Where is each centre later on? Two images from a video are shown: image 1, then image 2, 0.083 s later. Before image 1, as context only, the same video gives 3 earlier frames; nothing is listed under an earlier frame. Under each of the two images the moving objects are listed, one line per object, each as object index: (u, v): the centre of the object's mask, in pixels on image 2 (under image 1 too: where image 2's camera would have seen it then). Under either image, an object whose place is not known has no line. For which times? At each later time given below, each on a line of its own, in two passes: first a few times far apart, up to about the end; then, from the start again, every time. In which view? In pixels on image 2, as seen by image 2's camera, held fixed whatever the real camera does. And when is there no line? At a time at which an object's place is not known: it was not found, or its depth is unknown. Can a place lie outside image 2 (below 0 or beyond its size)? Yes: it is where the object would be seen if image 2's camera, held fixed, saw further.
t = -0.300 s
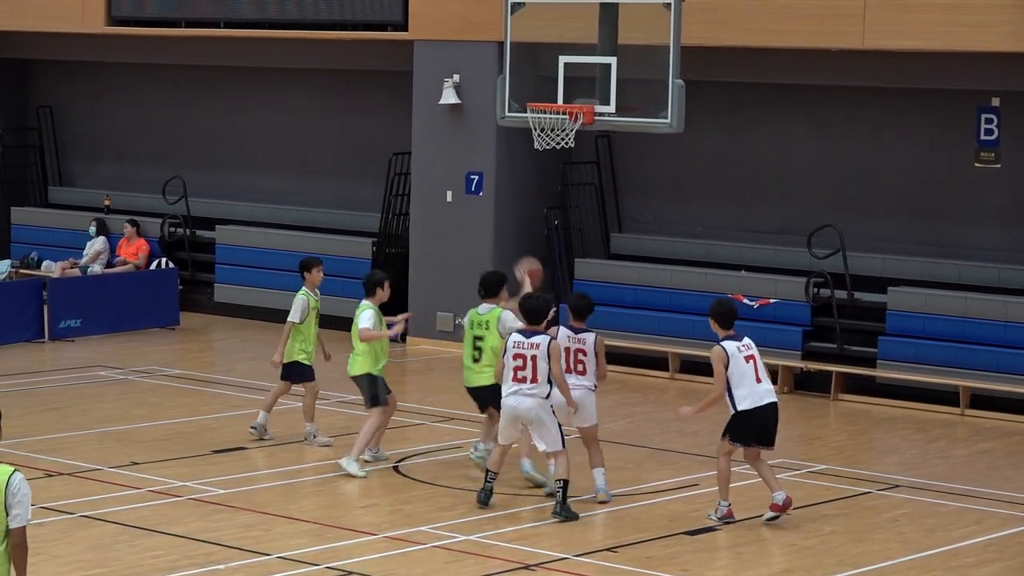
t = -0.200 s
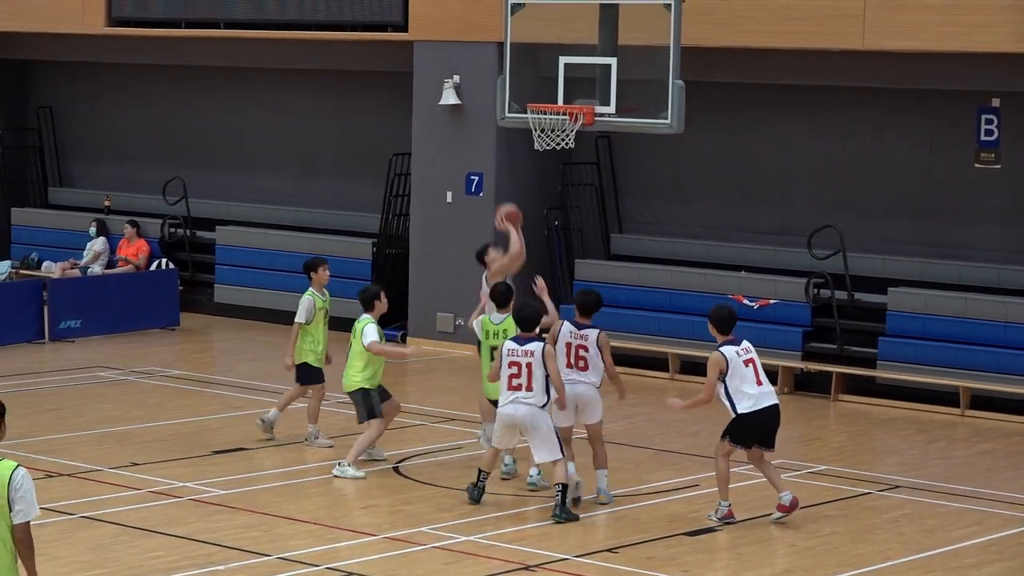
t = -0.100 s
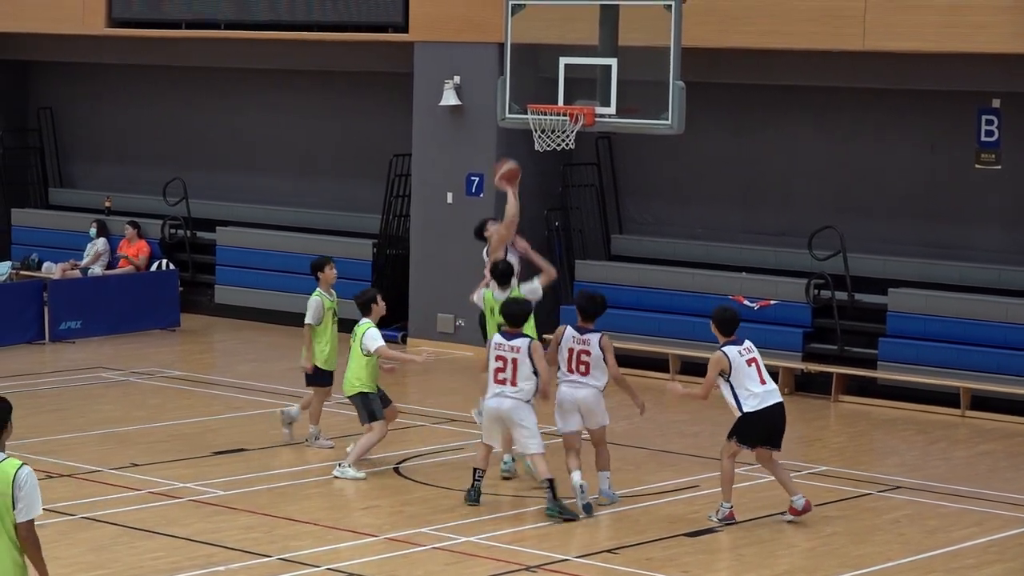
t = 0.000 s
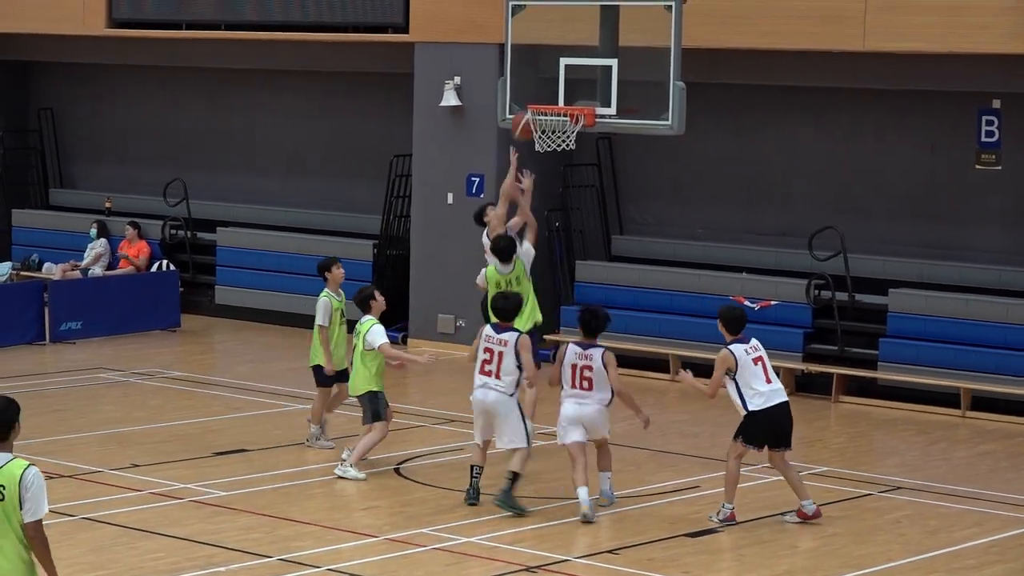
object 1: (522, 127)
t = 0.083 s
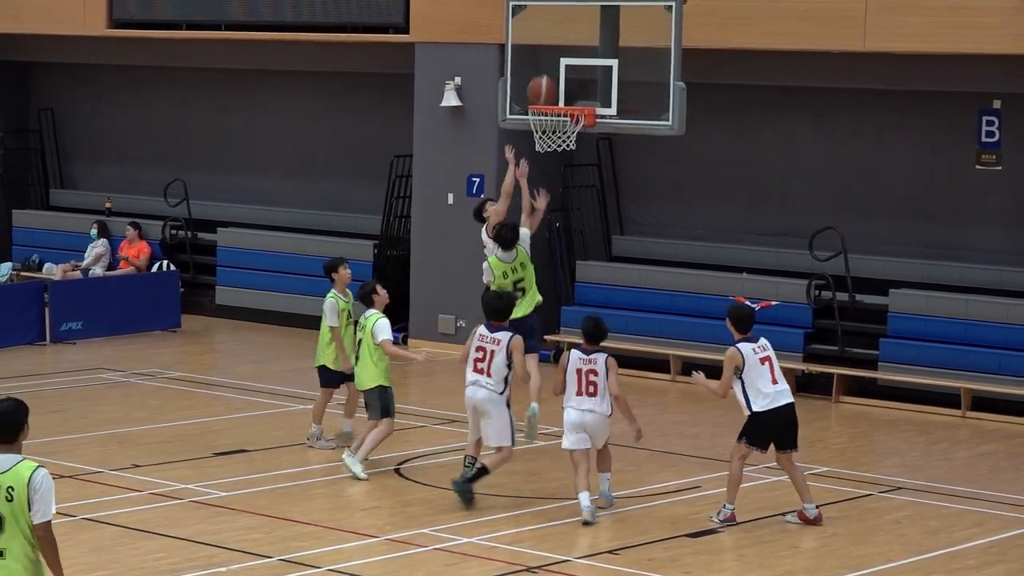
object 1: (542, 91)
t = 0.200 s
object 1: (564, 56)
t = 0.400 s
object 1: (585, 46)
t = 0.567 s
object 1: (594, 79)
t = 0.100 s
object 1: (544, 85)
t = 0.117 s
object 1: (548, 79)
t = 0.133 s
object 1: (551, 74)
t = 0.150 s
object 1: (555, 69)
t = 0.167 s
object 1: (558, 64)
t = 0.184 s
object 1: (561, 60)
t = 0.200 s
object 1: (564, 56)
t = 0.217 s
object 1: (568, 52)
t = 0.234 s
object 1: (572, 48)
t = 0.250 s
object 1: (574, 47)
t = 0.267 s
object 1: (576, 45)
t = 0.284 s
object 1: (577, 44)
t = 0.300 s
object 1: (577, 44)
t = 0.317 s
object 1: (579, 43)
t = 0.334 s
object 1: (580, 43)
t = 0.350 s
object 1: (581, 44)
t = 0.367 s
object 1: (582, 44)
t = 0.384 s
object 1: (583, 45)
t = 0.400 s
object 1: (585, 46)
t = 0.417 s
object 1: (585, 48)
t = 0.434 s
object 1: (586, 50)
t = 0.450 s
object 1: (587, 52)
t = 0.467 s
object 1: (588, 55)
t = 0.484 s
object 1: (589, 58)
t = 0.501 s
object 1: (590, 61)
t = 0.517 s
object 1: (592, 64)
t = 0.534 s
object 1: (592, 69)
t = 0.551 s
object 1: (593, 74)
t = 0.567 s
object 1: (594, 79)
